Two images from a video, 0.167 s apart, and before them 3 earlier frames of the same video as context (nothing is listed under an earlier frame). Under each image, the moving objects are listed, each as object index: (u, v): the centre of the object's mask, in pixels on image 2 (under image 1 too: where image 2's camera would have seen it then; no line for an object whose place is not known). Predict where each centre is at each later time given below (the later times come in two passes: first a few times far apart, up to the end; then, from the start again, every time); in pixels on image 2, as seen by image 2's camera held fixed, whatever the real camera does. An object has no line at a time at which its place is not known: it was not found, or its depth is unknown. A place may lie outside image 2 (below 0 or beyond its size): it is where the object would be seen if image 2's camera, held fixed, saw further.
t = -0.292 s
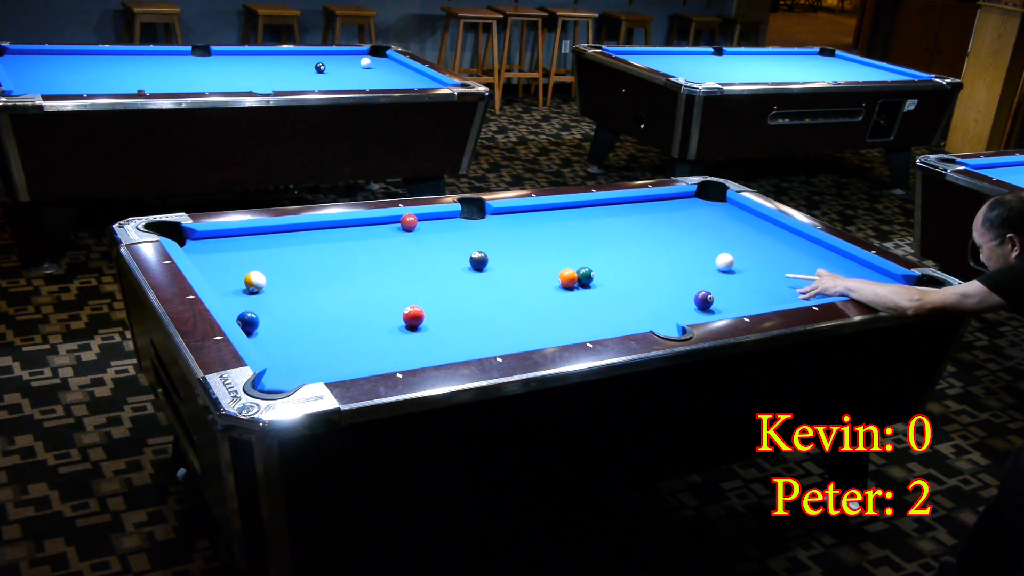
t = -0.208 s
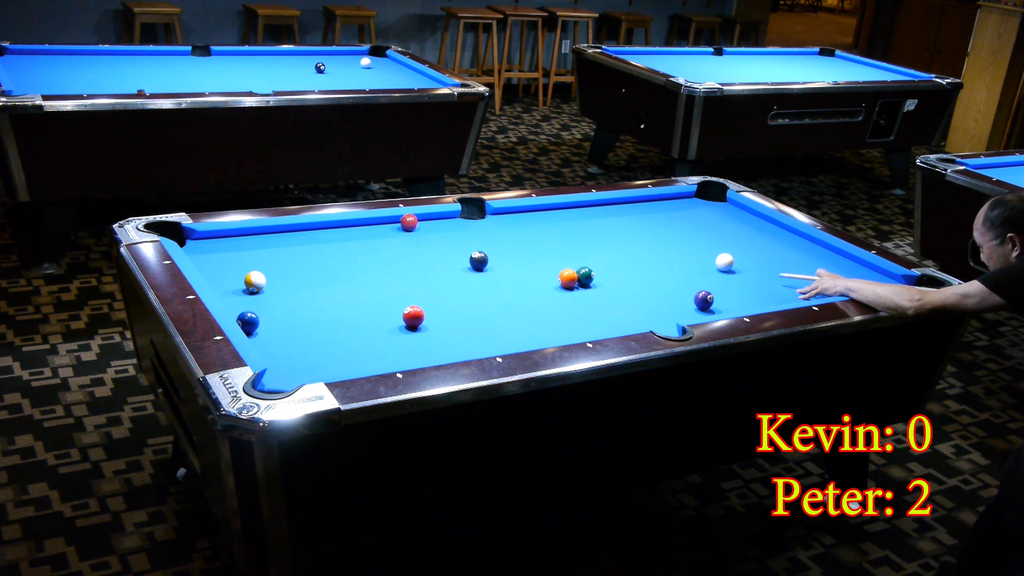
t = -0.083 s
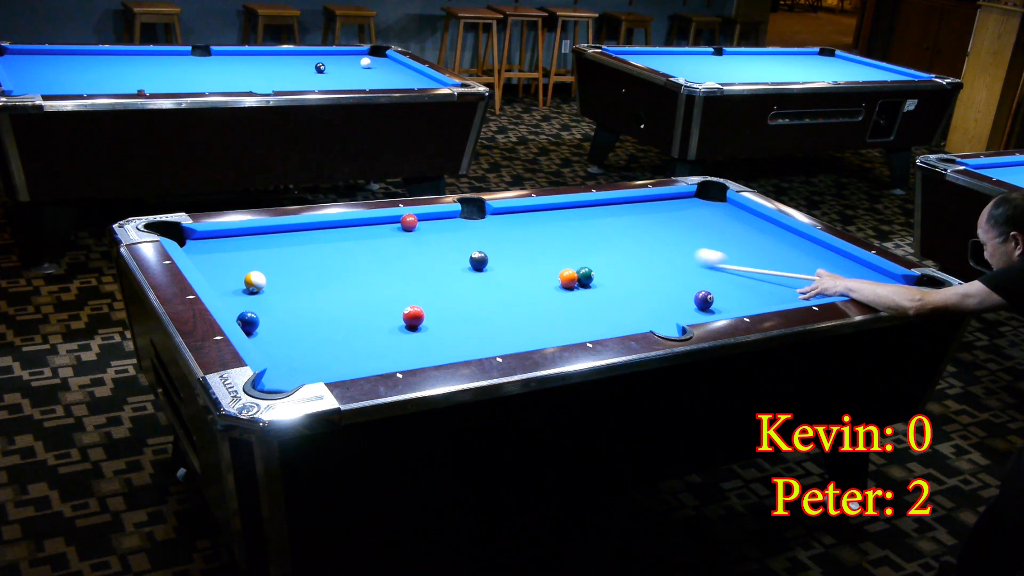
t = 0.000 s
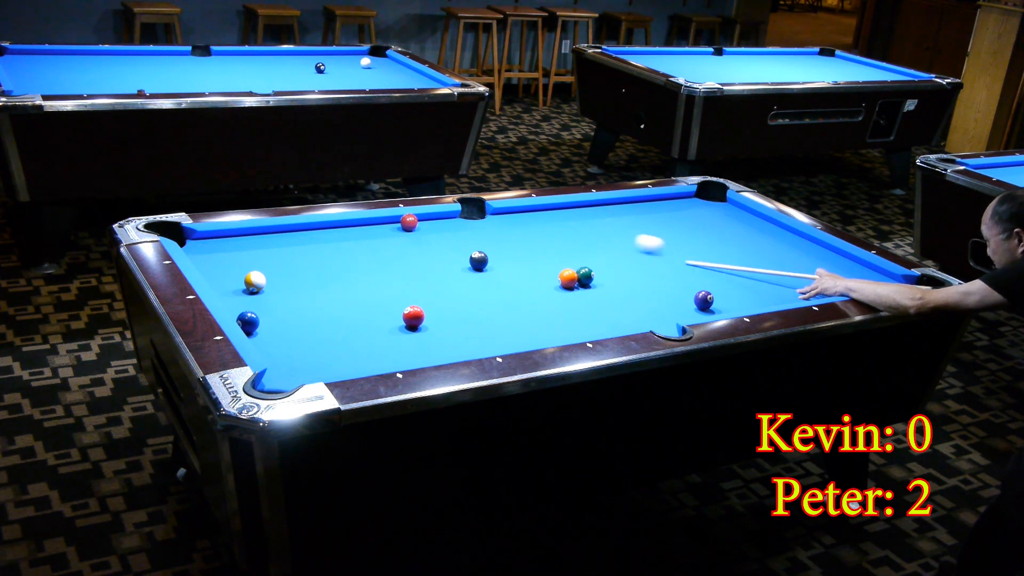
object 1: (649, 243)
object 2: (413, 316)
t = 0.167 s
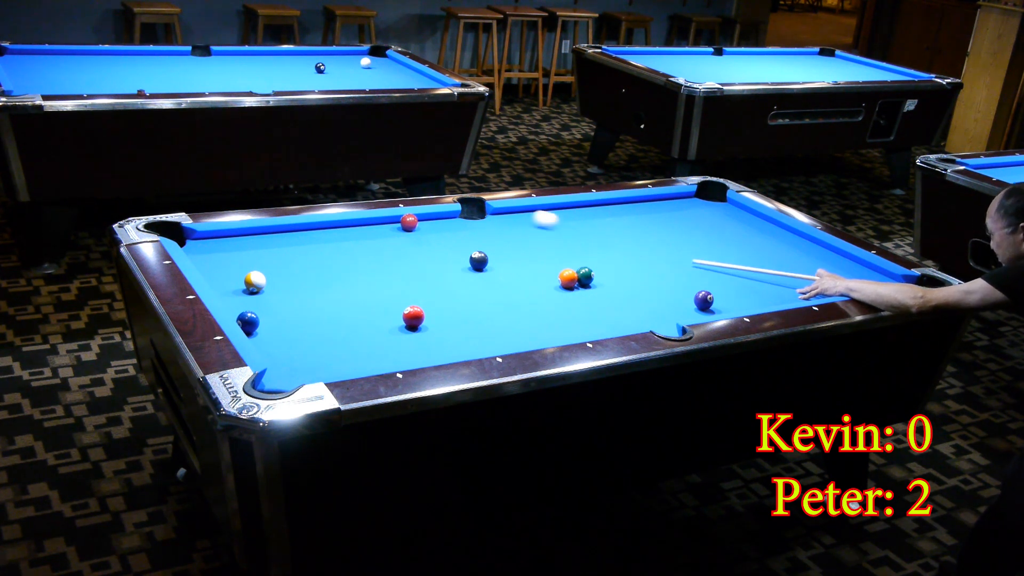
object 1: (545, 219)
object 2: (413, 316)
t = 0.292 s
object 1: (500, 216)
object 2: (413, 316)
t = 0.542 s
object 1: (472, 243)
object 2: (413, 316)
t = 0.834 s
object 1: (436, 278)
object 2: (413, 316)
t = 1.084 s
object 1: (396, 309)
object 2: (417, 321)
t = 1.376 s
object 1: (329, 326)
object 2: (438, 348)
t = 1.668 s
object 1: (265, 345)
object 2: (427, 344)
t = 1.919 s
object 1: (306, 354)
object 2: (410, 334)
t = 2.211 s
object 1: (351, 361)
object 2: (393, 323)
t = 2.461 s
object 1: (377, 358)
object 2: (382, 315)
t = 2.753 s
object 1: (394, 349)
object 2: (371, 307)
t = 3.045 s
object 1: (409, 340)
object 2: (363, 300)
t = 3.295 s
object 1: (419, 332)
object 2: (358, 295)
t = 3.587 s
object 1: (430, 325)
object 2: (353, 289)
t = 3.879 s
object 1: (438, 319)
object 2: (351, 285)
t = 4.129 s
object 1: (443, 314)
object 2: (350, 282)
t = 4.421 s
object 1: (448, 309)
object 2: (350, 280)
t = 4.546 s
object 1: (449, 307)
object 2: (351, 279)
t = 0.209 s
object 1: (523, 214)
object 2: (413, 316)
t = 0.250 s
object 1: (505, 211)
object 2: (413, 316)
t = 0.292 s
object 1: (500, 216)
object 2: (413, 316)
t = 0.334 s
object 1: (495, 221)
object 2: (413, 316)
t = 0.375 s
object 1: (490, 225)
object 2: (413, 316)
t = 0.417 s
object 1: (486, 229)
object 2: (413, 316)
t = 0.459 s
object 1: (481, 234)
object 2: (413, 316)
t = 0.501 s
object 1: (477, 238)
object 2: (413, 316)
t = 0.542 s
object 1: (472, 243)
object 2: (413, 316)
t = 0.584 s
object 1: (467, 247)
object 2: (413, 316)
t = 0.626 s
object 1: (462, 252)
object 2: (413, 316)
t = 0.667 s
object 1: (457, 258)
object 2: (413, 316)
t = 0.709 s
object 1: (452, 263)
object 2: (413, 316)
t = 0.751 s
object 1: (447, 268)
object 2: (413, 316)
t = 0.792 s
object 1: (441, 273)
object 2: (413, 316)
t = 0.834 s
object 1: (436, 278)
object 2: (413, 316)
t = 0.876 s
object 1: (430, 284)
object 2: (413, 316)
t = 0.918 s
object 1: (424, 290)
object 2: (413, 316)
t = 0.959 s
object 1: (418, 295)
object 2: (413, 316)
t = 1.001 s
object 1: (412, 298)
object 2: (413, 316)
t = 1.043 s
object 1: (404, 304)
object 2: (413, 317)
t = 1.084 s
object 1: (396, 309)
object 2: (417, 321)
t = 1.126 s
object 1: (386, 312)
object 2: (420, 325)
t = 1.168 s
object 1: (377, 313)
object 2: (423, 329)
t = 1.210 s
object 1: (368, 316)
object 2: (426, 334)
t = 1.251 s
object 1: (358, 319)
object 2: (429, 337)
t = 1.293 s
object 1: (349, 321)
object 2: (432, 341)
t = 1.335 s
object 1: (339, 324)
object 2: (435, 345)
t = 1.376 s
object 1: (329, 326)
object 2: (438, 348)
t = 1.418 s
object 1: (320, 329)
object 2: (441, 350)
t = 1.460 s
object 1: (310, 332)
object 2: (442, 351)
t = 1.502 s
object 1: (300, 334)
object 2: (438, 350)
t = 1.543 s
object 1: (290, 337)
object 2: (435, 349)
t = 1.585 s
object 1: (280, 340)
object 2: (432, 348)
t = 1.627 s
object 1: (270, 343)
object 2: (429, 346)
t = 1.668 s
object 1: (265, 345)
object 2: (427, 344)
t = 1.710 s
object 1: (273, 347)
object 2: (424, 343)
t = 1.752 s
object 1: (280, 348)
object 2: (421, 341)
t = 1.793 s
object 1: (286, 349)
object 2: (418, 339)
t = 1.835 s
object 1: (293, 351)
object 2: (415, 337)
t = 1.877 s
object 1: (300, 353)
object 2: (413, 336)
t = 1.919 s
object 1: (306, 354)
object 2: (410, 334)
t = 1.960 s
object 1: (313, 355)
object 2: (408, 333)
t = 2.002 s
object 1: (319, 356)
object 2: (405, 331)
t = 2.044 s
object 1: (326, 358)
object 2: (403, 329)
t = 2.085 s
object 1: (332, 359)
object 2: (400, 328)
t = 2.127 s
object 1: (338, 360)
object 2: (398, 326)
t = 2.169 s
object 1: (345, 361)
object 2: (396, 325)
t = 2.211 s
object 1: (351, 361)
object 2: (393, 323)
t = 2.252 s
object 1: (358, 362)
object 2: (391, 322)
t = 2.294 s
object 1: (364, 362)
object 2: (389, 321)
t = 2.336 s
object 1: (368, 362)
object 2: (387, 319)
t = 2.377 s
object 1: (371, 361)
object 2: (385, 318)
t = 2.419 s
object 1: (374, 359)
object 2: (383, 317)
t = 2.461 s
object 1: (377, 358)
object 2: (382, 315)
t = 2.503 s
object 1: (379, 357)
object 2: (380, 314)
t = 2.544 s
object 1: (382, 356)
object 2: (378, 313)
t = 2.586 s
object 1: (384, 355)
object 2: (377, 311)
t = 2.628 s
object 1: (387, 353)
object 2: (375, 310)
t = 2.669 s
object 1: (389, 352)
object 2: (374, 309)
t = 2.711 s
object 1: (391, 351)
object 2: (373, 308)
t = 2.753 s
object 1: (394, 349)
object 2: (371, 307)
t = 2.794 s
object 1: (396, 348)
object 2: (370, 306)
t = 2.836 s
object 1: (398, 346)
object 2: (369, 305)
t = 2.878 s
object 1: (400, 345)
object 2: (367, 304)
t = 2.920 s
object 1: (402, 344)
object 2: (366, 303)
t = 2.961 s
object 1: (405, 342)
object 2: (365, 302)
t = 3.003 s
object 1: (407, 341)
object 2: (364, 301)
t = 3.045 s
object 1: (409, 340)
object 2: (363, 300)
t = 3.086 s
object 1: (410, 338)
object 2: (362, 299)
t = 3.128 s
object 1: (412, 337)
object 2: (361, 298)
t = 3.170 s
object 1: (414, 336)
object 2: (360, 297)
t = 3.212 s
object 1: (416, 334)
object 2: (359, 296)
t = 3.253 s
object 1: (418, 333)
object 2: (358, 295)
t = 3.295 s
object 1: (419, 332)
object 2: (358, 295)
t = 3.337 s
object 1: (421, 331)
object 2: (357, 294)
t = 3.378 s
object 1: (423, 330)
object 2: (356, 293)
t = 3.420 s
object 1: (424, 329)
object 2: (355, 292)
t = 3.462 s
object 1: (426, 328)
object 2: (355, 292)
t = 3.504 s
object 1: (427, 327)
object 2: (354, 291)
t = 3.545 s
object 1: (428, 326)
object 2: (354, 290)
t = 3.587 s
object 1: (430, 325)
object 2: (353, 289)
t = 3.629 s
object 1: (431, 323)
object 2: (353, 289)
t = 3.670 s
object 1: (432, 323)
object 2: (352, 288)
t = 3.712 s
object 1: (433, 322)
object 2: (352, 288)
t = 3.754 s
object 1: (435, 321)
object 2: (351, 287)
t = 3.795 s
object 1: (436, 320)
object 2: (351, 286)
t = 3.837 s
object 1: (437, 319)
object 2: (351, 286)
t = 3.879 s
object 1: (438, 319)
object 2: (351, 285)
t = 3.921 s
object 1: (439, 317)
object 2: (350, 285)
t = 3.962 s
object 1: (440, 317)
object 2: (350, 284)
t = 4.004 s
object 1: (441, 316)
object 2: (350, 284)
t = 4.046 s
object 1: (441, 315)
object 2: (350, 283)
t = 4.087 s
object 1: (442, 314)
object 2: (350, 283)
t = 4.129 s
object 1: (443, 314)
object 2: (350, 282)
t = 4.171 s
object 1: (444, 313)
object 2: (350, 282)
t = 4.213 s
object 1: (445, 312)
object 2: (350, 282)
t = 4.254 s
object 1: (445, 312)
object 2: (350, 281)
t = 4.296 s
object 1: (446, 311)
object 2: (350, 281)
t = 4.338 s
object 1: (447, 310)
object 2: (350, 281)
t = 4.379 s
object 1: (447, 310)
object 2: (350, 280)
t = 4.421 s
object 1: (448, 309)
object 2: (350, 280)
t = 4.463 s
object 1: (449, 309)
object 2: (350, 279)
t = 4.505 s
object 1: (449, 308)
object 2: (351, 279)
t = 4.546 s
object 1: (449, 307)
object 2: (351, 279)
